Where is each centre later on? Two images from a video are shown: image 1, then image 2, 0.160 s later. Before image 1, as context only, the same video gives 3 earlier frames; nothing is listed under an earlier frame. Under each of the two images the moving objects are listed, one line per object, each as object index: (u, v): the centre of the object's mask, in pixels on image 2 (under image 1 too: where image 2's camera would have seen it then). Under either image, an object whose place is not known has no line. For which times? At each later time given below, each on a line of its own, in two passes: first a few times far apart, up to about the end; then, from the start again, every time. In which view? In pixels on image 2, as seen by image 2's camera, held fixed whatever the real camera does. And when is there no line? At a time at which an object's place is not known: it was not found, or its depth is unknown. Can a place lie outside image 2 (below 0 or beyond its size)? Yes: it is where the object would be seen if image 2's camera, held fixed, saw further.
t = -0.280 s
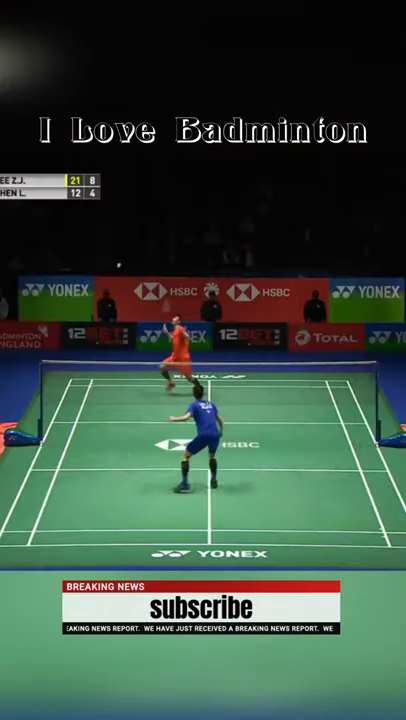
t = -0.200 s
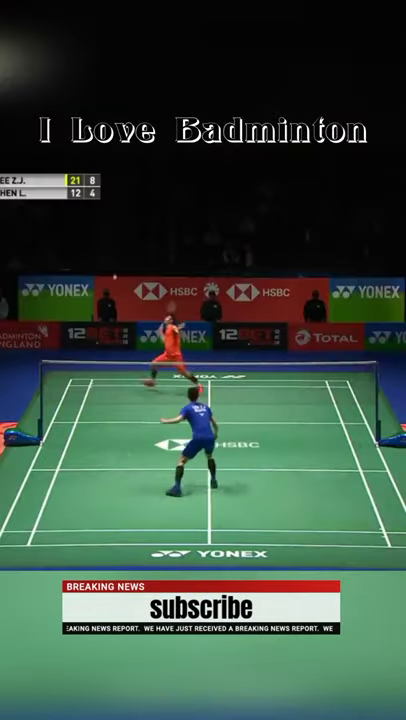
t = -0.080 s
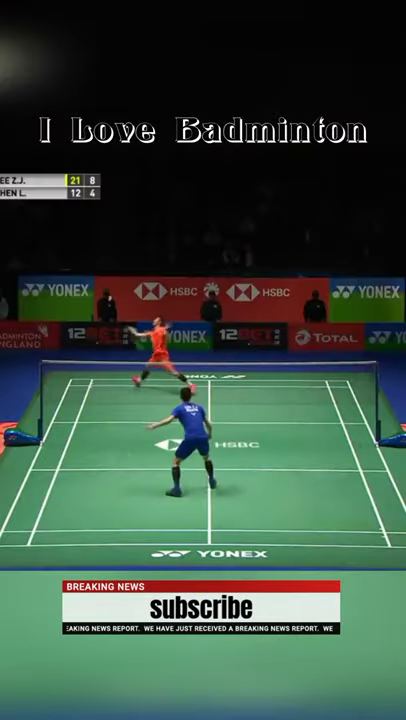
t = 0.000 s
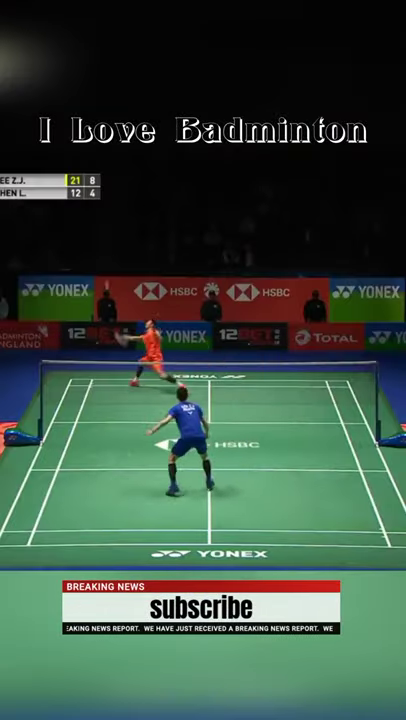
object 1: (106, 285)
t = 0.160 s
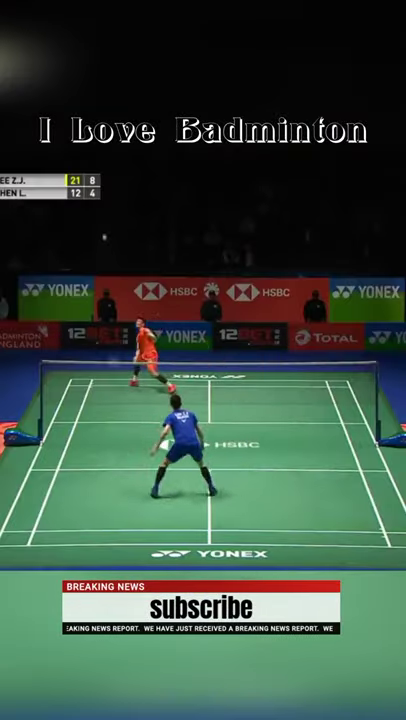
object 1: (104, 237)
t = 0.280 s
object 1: (103, 222)
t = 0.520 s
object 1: (101, 220)
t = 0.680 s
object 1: (99, 236)
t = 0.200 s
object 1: (104, 231)
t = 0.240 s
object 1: (103, 225)
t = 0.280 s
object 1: (103, 222)
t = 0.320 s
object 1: (102, 219)
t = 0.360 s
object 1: (102, 217)
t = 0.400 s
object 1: (101, 217)
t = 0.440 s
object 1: (101, 216)
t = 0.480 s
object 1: (101, 217)
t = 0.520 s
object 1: (101, 220)
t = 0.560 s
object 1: (100, 222)
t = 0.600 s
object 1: (100, 226)
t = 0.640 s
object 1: (100, 231)
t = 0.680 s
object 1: (99, 236)
